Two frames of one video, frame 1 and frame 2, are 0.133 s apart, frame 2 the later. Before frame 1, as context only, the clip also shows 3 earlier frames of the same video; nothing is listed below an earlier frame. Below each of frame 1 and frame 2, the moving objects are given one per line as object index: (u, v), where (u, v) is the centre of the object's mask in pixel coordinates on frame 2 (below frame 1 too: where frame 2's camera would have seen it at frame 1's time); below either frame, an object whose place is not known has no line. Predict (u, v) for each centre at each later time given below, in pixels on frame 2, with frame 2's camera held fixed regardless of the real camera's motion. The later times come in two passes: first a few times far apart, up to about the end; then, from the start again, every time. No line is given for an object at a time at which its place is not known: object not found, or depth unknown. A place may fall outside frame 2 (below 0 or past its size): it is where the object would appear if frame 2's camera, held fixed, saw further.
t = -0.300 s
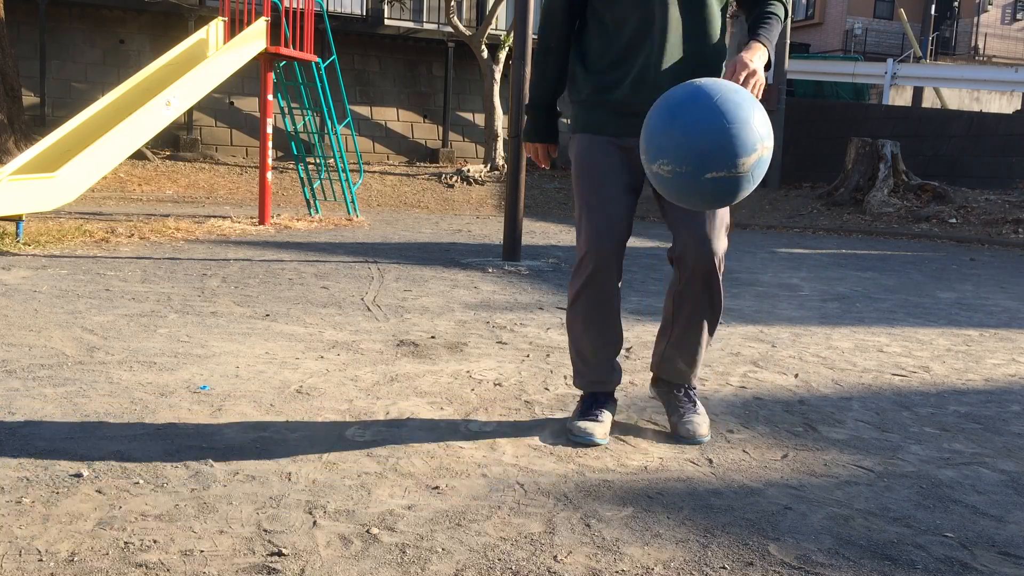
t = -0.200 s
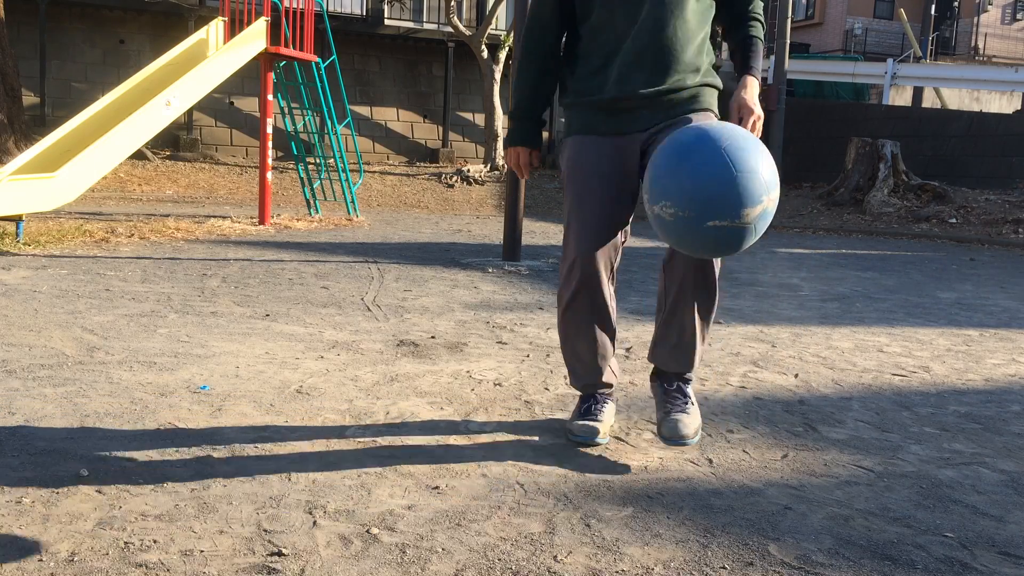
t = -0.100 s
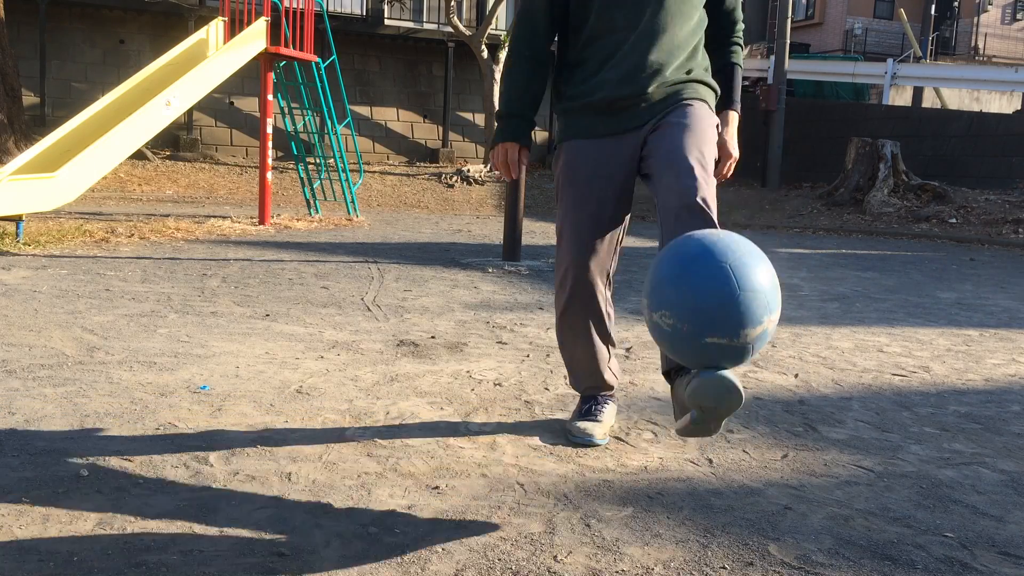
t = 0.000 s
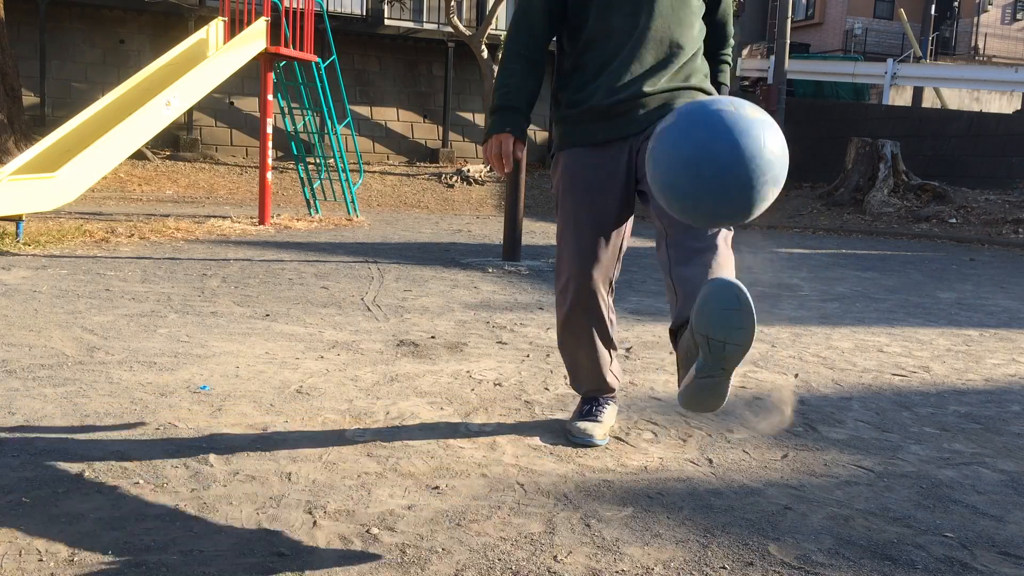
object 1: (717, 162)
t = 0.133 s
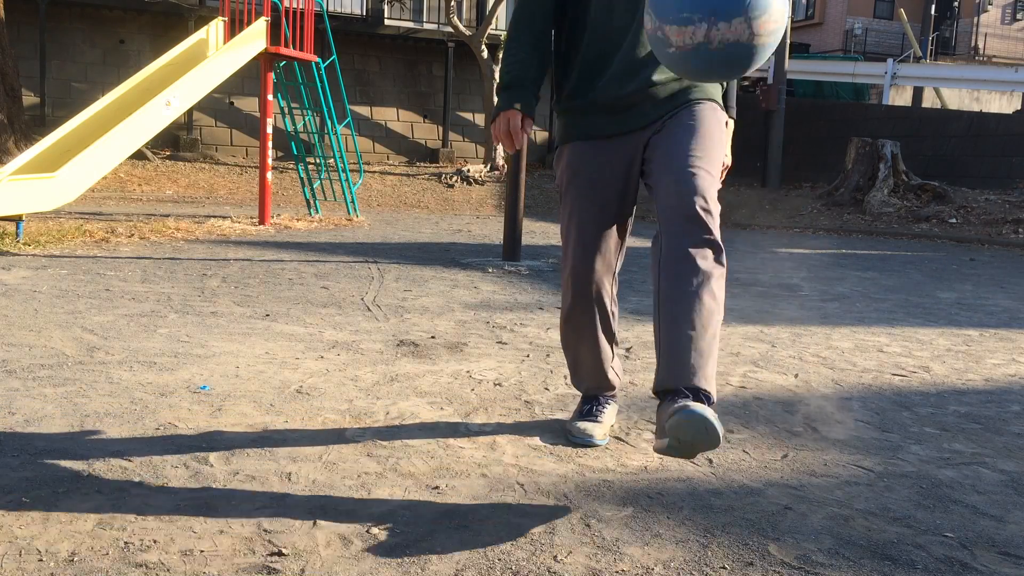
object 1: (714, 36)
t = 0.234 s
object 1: (706, 16)
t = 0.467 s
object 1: (680, 106)
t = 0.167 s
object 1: (712, 26)
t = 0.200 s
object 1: (709, 20)
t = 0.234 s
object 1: (706, 16)
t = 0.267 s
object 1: (703, 16)
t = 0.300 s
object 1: (700, 19)
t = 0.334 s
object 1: (697, 25)
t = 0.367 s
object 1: (694, 34)
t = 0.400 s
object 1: (690, 47)
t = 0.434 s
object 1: (686, 67)
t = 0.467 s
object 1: (680, 106)
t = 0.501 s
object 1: (674, 153)
